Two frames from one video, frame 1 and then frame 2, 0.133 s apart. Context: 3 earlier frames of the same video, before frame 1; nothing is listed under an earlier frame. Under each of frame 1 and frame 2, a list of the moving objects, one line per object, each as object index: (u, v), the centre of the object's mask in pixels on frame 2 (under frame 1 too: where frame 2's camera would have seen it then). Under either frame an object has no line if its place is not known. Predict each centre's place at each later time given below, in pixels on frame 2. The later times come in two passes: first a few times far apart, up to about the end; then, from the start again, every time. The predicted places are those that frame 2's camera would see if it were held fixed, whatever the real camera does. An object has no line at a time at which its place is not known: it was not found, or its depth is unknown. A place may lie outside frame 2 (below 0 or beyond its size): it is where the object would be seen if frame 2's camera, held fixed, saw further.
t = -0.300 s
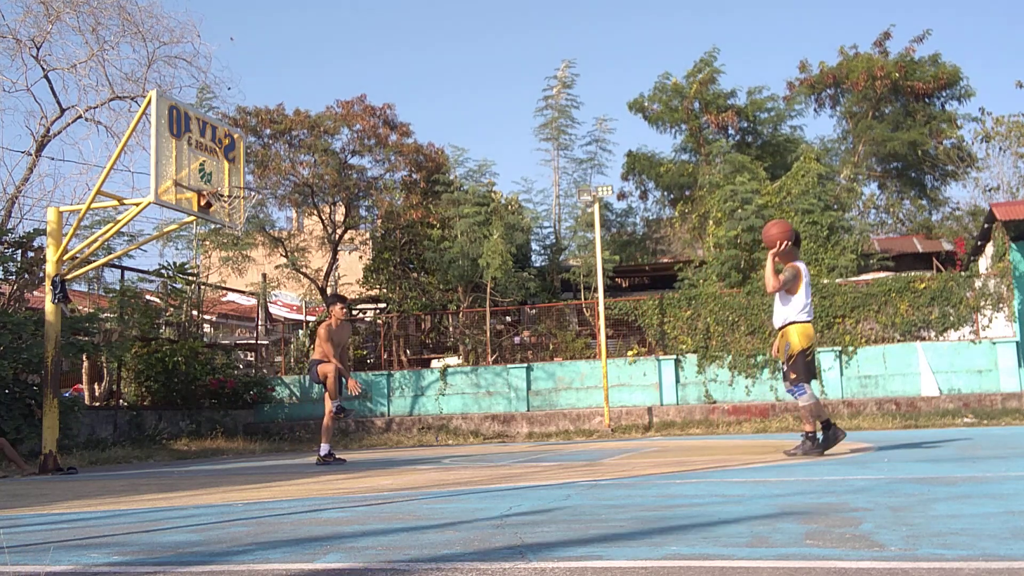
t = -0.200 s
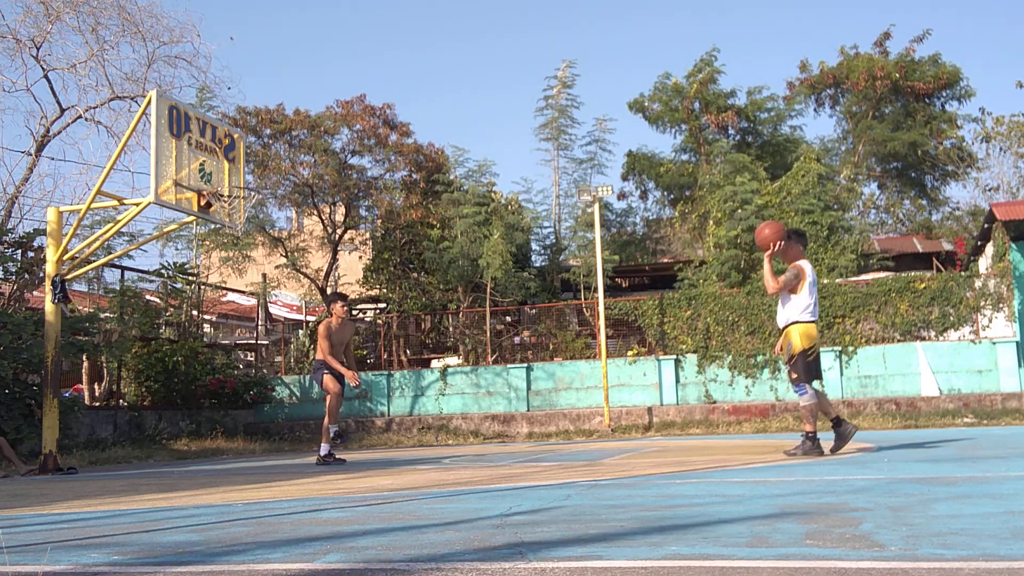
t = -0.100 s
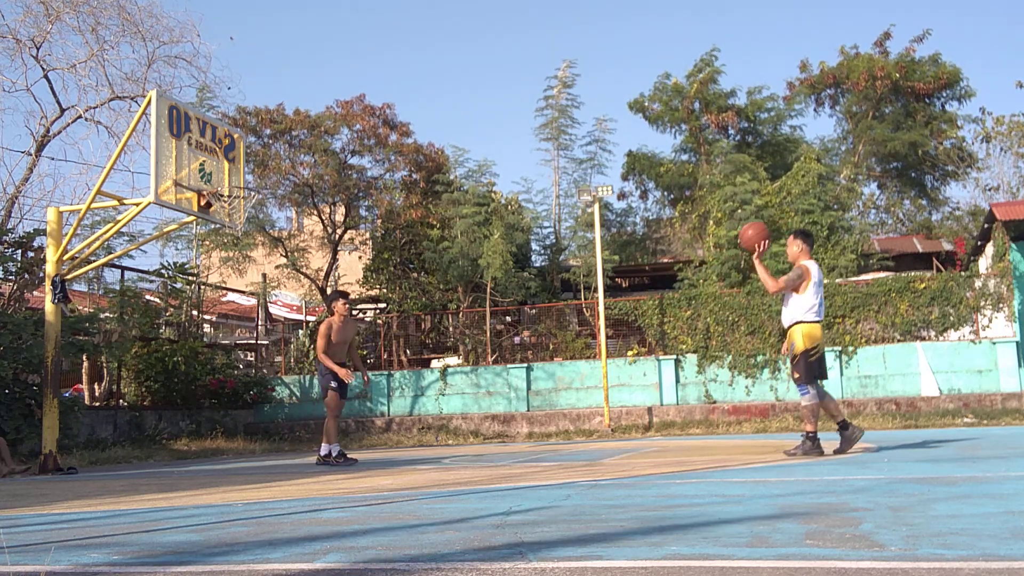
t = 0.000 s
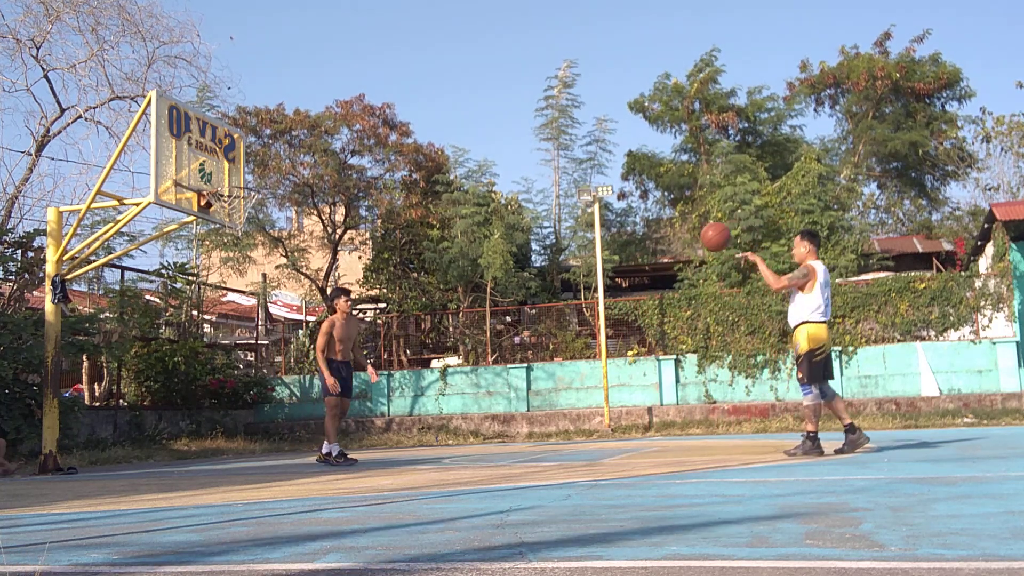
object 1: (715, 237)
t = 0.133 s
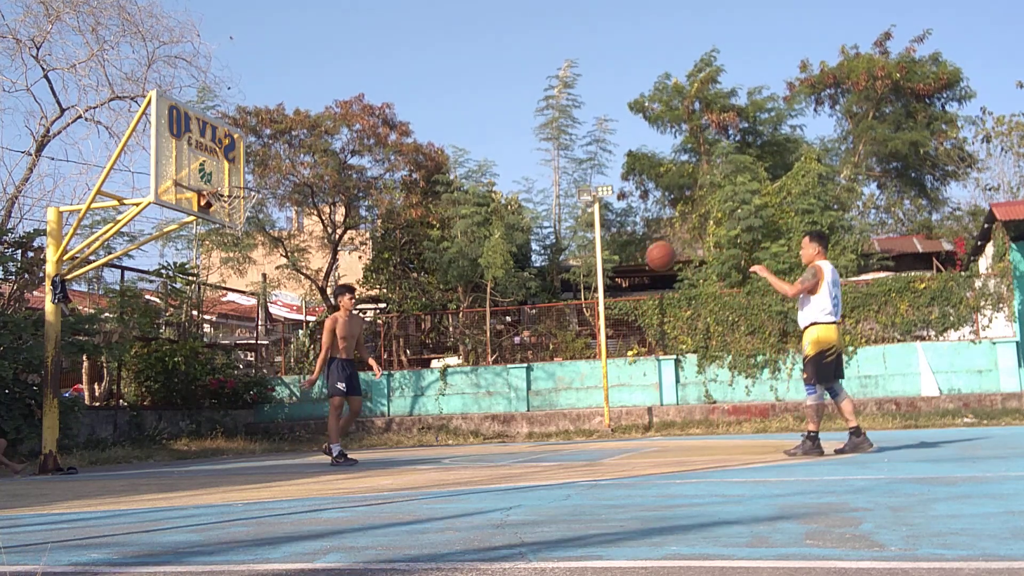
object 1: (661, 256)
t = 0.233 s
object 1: (622, 283)
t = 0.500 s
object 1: (533, 407)
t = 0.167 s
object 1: (647, 264)
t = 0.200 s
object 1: (635, 273)
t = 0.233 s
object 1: (622, 283)
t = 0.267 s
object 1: (610, 294)
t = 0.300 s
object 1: (598, 307)
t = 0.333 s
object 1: (586, 320)
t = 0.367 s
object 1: (575, 336)
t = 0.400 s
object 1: (564, 352)
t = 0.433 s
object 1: (554, 369)
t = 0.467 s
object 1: (543, 388)
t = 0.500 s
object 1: (533, 407)
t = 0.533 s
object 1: (522, 428)
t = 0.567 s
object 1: (512, 449)
